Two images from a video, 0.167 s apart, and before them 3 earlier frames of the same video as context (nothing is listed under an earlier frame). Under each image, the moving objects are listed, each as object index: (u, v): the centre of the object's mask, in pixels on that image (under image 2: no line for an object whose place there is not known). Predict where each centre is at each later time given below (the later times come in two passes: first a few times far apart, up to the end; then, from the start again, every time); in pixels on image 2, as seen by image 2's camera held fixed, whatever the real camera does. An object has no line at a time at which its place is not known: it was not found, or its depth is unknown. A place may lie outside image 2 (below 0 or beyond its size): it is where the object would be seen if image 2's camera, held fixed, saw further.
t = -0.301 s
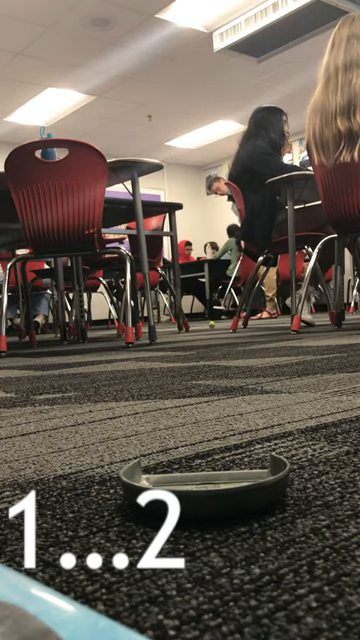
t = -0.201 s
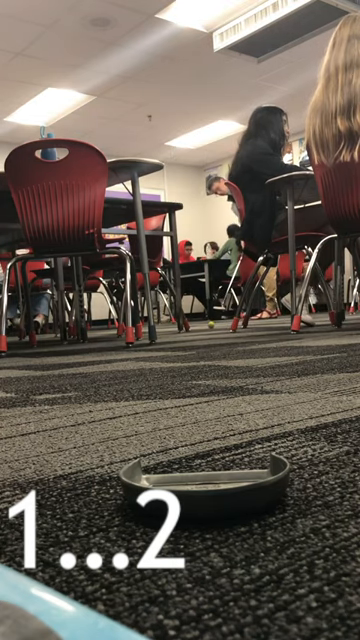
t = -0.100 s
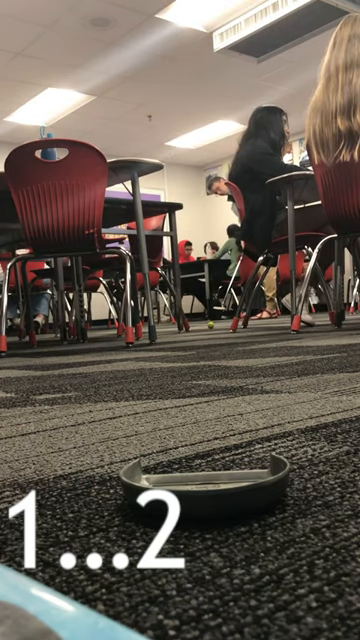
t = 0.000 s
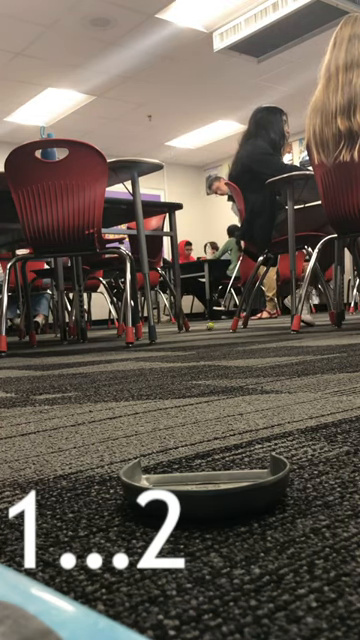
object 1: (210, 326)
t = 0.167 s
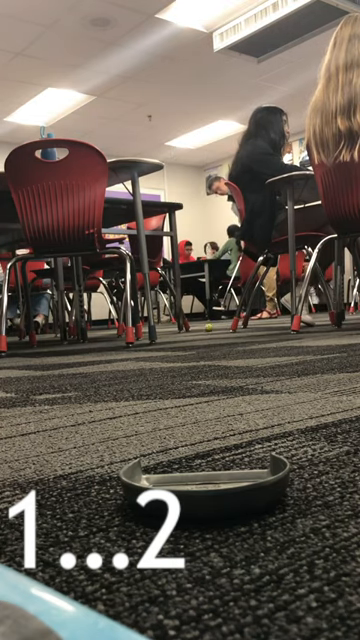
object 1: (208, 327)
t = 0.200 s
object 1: (208, 328)
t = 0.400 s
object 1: (205, 330)
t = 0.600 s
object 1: (202, 332)
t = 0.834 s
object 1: (199, 336)
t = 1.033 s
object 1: (195, 341)
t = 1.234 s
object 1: (190, 346)
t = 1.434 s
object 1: (184, 354)
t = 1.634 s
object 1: (178, 364)
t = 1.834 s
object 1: (171, 376)
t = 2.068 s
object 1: (160, 400)
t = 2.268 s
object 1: (149, 438)
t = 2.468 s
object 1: (163, 443)
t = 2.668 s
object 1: (246, 458)
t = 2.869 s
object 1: (244, 461)
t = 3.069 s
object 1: (249, 459)
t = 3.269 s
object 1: (243, 457)
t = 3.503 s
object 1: (250, 456)
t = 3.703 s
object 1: (250, 456)
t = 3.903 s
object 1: (247, 456)
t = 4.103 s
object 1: (245, 455)
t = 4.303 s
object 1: (242, 455)
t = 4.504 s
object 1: (242, 455)
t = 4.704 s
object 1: (242, 455)
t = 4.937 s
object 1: (243, 455)
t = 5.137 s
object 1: (242, 455)
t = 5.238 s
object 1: (242, 455)
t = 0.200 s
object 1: (208, 328)
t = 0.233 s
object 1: (208, 328)
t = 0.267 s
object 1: (207, 329)
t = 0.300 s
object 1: (207, 329)
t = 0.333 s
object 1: (206, 330)
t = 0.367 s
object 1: (205, 330)
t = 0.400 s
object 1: (205, 330)
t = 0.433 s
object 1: (205, 330)
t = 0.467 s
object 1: (204, 331)
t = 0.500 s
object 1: (203, 331)
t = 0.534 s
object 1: (203, 331)
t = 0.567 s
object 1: (203, 332)
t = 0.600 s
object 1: (202, 332)
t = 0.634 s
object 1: (202, 333)
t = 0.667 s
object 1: (201, 334)
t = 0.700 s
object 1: (201, 334)
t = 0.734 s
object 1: (201, 335)
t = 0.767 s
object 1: (200, 335)
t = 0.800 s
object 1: (199, 336)
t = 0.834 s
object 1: (199, 336)
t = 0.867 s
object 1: (198, 337)
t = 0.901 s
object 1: (198, 338)
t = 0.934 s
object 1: (197, 339)
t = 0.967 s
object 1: (196, 340)
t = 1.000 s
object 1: (195, 341)
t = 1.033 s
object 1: (195, 341)
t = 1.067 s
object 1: (194, 342)
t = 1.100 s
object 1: (193, 343)
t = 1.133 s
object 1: (192, 344)
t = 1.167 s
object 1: (191, 344)
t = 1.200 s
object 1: (191, 345)
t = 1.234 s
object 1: (190, 346)
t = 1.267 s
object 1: (188, 347)
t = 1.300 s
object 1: (188, 349)
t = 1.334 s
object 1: (187, 350)
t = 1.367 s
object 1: (186, 351)
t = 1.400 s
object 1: (185, 353)
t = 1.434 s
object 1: (184, 354)
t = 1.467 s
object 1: (183, 355)
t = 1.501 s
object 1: (182, 356)
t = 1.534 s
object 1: (181, 358)
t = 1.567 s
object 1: (180, 360)
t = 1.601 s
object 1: (179, 362)
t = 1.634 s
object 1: (178, 364)
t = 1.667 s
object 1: (177, 366)
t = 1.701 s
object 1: (176, 368)
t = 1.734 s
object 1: (175, 370)
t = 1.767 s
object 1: (173, 372)
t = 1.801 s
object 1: (172, 374)
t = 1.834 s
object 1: (171, 376)
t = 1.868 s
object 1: (170, 379)
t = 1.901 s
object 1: (168, 383)
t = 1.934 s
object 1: (167, 385)
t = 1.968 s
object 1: (165, 388)
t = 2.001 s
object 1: (163, 392)
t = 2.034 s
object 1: (162, 396)
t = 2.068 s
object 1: (160, 400)
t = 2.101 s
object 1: (158, 405)
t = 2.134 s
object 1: (156, 410)
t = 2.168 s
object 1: (155, 416)
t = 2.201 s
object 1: (152, 423)
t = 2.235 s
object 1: (150, 432)
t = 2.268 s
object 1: (149, 438)
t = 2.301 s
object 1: (146, 441)
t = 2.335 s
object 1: (145, 419)
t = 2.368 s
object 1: (147, 410)
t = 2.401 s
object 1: (149, 412)
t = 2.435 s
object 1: (153, 428)
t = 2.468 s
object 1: (163, 443)
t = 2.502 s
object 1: (178, 445)
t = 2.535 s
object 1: (192, 452)
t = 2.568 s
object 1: (210, 456)
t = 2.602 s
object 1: (228, 457)
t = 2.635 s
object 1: (246, 458)
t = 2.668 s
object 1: (246, 458)
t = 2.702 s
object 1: (243, 459)
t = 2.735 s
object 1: (242, 460)
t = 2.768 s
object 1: (244, 461)
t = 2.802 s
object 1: (244, 461)
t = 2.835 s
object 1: (244, 461)
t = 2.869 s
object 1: (244, 461)
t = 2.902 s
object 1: (245, 461)
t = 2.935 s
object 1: (247, 461)
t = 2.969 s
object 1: (249, 460)
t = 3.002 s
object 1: (249, 460)
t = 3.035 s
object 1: (250, 459)
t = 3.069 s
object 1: (249, 459)
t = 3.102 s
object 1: (248, 459)
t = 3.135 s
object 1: (247, 458)
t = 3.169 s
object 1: (246, 458)
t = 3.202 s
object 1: (246, 457)
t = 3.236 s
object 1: (245, 457)
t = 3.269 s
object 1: (243, 457)
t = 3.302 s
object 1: (243, 457)
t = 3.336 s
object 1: (245, 457)
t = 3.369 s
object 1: (247, 457)
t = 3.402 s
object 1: (248, 456)
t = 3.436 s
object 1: (250, 456)
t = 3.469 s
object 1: (250, 456)
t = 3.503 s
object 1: (250, 456)
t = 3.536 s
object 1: (250, 456)
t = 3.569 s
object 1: (250, 456)
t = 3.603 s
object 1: (250, 456)
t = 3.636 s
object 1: (251, 456)
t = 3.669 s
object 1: (250, 456)
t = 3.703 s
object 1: (250, 456)
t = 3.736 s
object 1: (250, 456)
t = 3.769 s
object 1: (250, 456)
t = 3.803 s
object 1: (249, 456)
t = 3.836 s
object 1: (249, 456)
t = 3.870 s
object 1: (248, 456)
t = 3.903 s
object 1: (247, 456)
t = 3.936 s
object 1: (246, 456)
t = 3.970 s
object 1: (246, 455)
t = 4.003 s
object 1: (246, 455)
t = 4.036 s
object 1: (245, 455)
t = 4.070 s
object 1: (245, 455)
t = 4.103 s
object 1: (245, 455)
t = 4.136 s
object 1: (245, 455)
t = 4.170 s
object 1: (244, 455)
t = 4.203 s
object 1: (244, 455)
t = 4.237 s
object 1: (243, 455)
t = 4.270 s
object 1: (242, 455)
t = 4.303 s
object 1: (242, 455)
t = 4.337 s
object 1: (243, 455)
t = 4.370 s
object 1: (243, 455)
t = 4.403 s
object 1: (243, 455)
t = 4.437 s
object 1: (243, 455)
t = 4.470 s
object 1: (243, 455)
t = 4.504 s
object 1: (242, 455)
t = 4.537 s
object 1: (242, 455)
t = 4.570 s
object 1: (243, 455)
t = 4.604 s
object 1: (243, 455)
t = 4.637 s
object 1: (243, 455)
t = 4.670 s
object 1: (243, 455)
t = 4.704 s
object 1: (242, 455)
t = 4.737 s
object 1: (242, 455)
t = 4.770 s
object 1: (243, 455)
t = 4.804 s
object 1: (243, 455)
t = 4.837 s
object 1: (242, 455)
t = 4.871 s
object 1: (242, 455)
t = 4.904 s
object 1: (242, 455)
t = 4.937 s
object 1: (243, 455)
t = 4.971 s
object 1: (242, 455)
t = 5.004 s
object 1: (242, 455)
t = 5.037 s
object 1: (242, 455)
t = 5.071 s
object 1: (242, 455)
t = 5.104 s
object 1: (242, 455)
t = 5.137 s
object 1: (242, 455)
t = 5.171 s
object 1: (242, 455)
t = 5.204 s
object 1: (242, 455)
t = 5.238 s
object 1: (242, 455)
